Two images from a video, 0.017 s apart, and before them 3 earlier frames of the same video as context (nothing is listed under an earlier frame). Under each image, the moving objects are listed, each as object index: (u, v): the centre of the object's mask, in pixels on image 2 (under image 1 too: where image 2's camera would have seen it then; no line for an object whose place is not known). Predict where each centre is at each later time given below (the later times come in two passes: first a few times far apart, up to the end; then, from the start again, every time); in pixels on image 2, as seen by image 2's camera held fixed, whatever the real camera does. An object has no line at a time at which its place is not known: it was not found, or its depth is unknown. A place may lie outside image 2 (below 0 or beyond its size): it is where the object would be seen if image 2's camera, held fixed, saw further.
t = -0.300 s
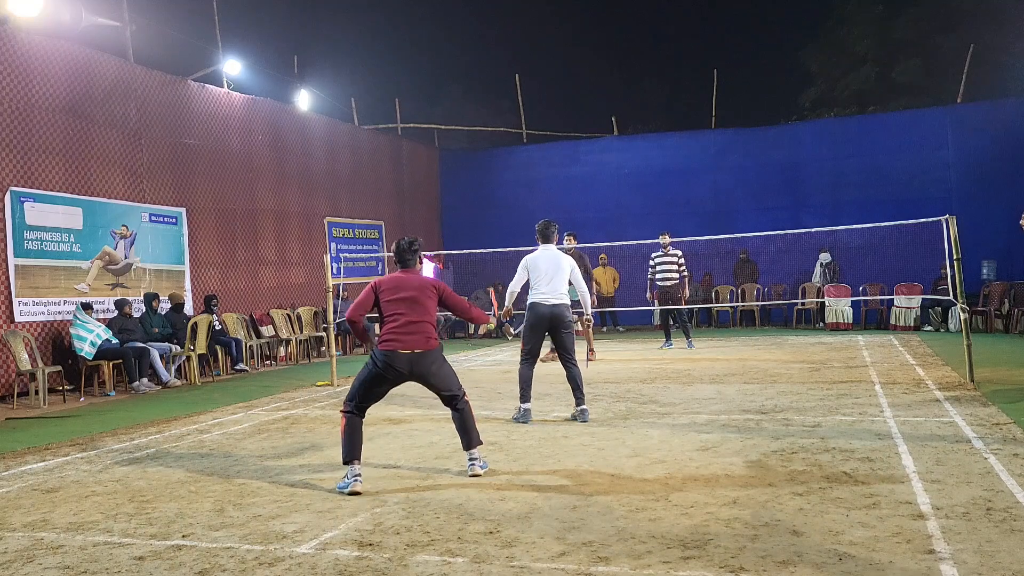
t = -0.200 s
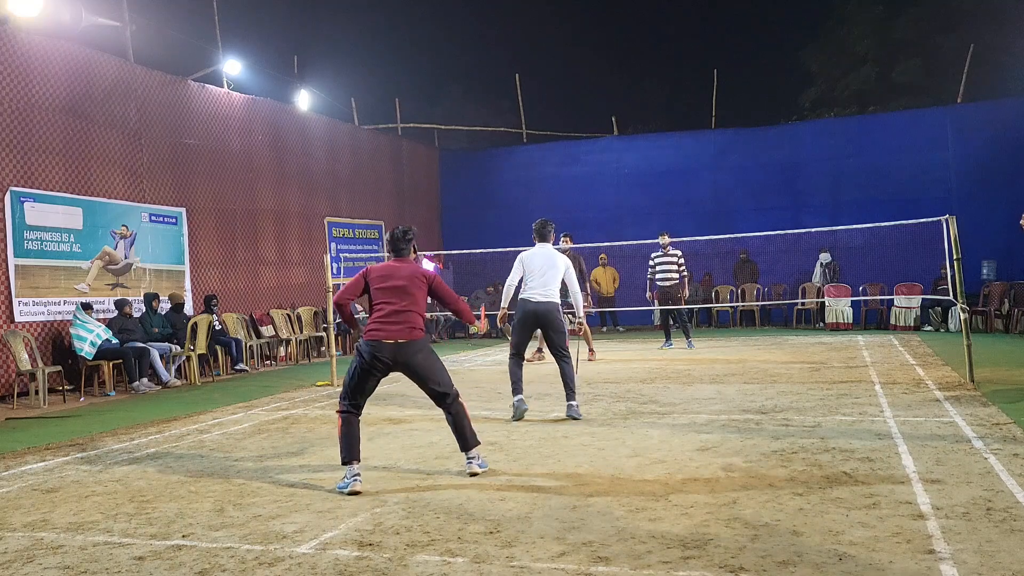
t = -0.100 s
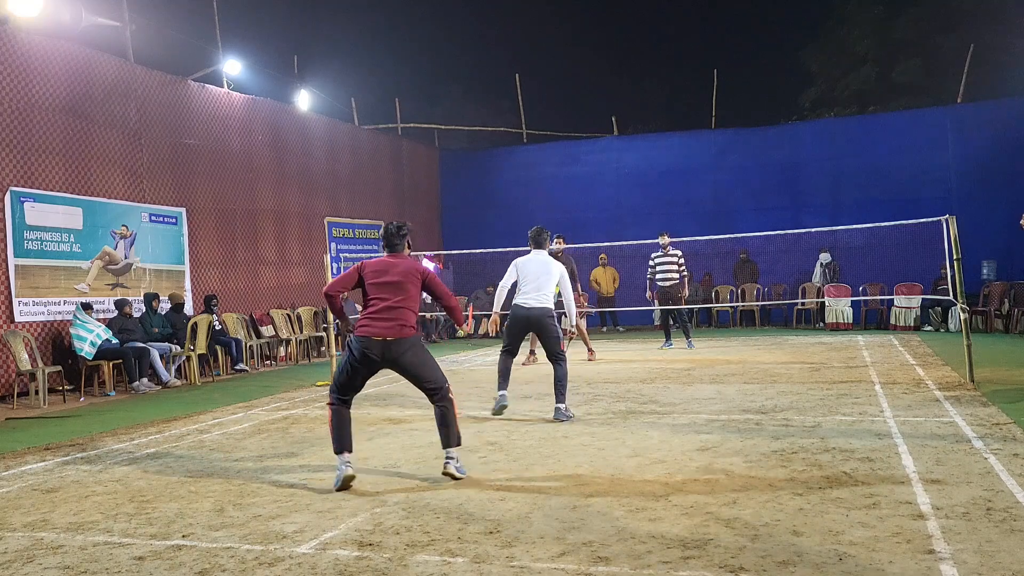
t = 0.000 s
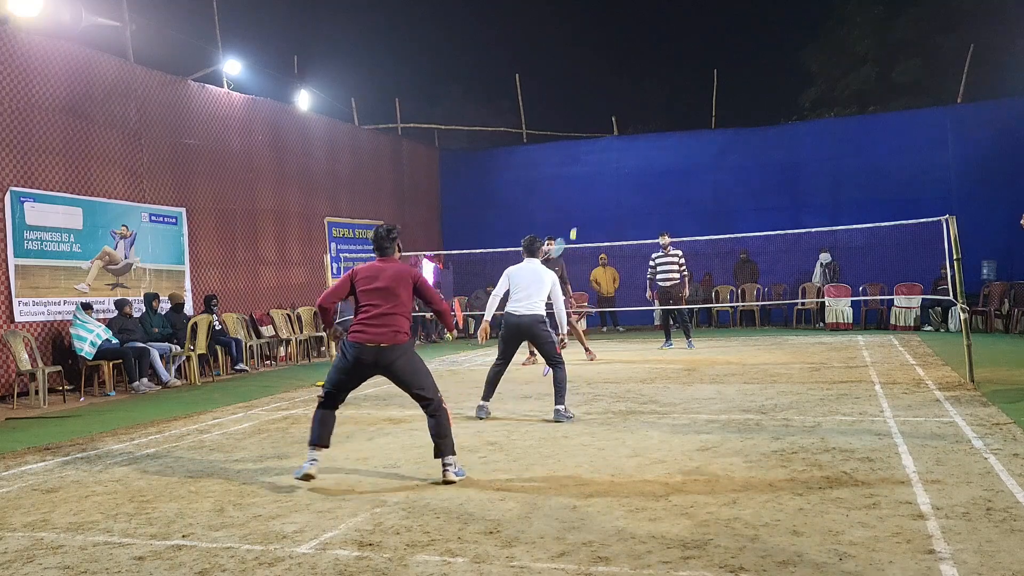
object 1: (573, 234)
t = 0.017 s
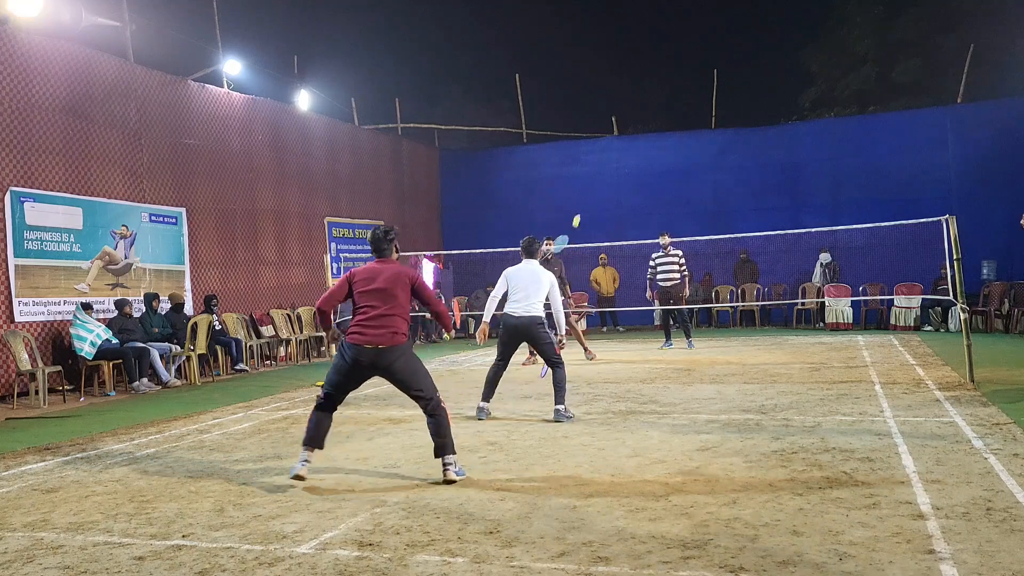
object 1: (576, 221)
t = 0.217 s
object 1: (610, 96)
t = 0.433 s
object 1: (643, 20)
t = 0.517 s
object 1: (657, 7)
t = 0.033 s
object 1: (580, 209)
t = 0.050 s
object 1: (583, 196)
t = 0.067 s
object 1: (586, 184)
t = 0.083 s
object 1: (589, 173)
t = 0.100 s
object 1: (591, 162)
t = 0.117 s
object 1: (594, 151)
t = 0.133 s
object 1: (597, 141)
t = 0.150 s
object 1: (600, 132)
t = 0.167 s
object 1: (602, 122)
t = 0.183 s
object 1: (605, 113)
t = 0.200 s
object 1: (607, 104)
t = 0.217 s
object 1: (610, 96)
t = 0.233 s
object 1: (613, 88)
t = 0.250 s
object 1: (615, 80)
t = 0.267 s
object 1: (617, 73)
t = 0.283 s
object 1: (620, 66)
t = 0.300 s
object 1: (623, 59)
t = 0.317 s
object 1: (625, 53)
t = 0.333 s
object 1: (628, 47)
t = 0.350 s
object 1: (630, 42)
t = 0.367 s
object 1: (633, 36)
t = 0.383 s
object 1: (635, 32)
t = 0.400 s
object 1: (638, 27)
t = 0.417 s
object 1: (641, 23)
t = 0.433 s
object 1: (643, 20)
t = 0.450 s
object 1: (646, 16)
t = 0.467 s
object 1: (648, 13)
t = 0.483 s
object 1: (651, 11)
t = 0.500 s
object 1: (654, 9)
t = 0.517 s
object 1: (657, 7)
